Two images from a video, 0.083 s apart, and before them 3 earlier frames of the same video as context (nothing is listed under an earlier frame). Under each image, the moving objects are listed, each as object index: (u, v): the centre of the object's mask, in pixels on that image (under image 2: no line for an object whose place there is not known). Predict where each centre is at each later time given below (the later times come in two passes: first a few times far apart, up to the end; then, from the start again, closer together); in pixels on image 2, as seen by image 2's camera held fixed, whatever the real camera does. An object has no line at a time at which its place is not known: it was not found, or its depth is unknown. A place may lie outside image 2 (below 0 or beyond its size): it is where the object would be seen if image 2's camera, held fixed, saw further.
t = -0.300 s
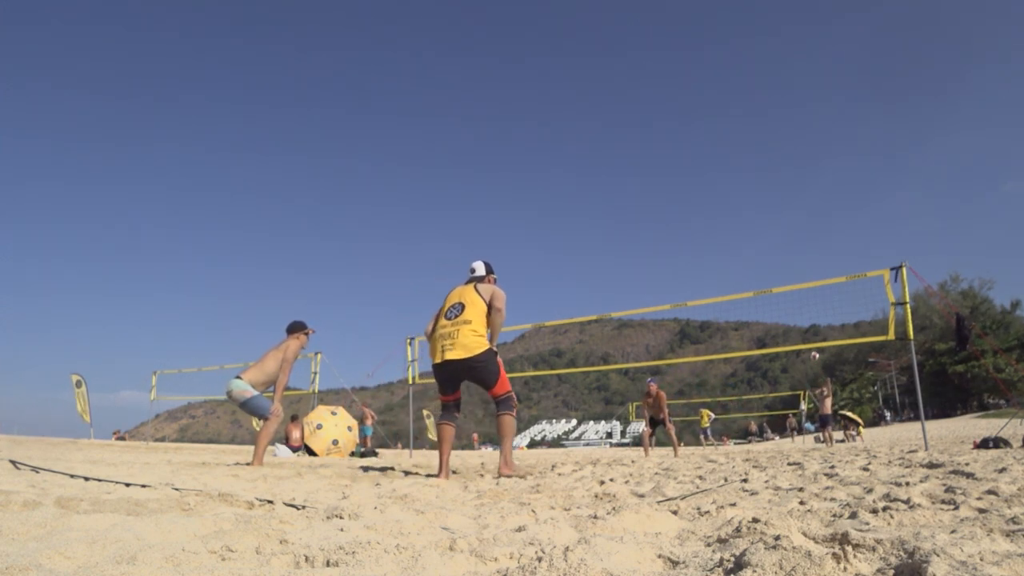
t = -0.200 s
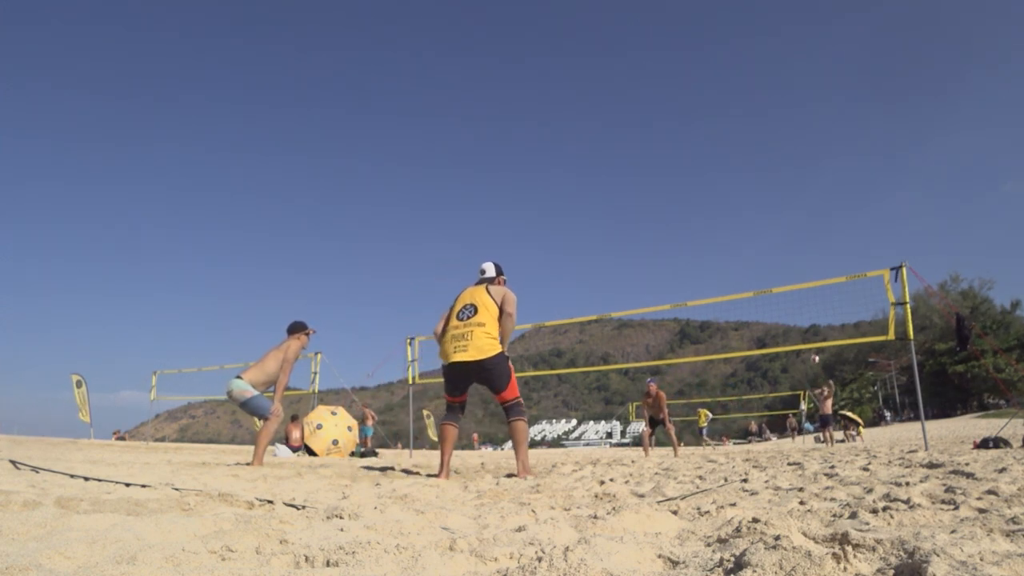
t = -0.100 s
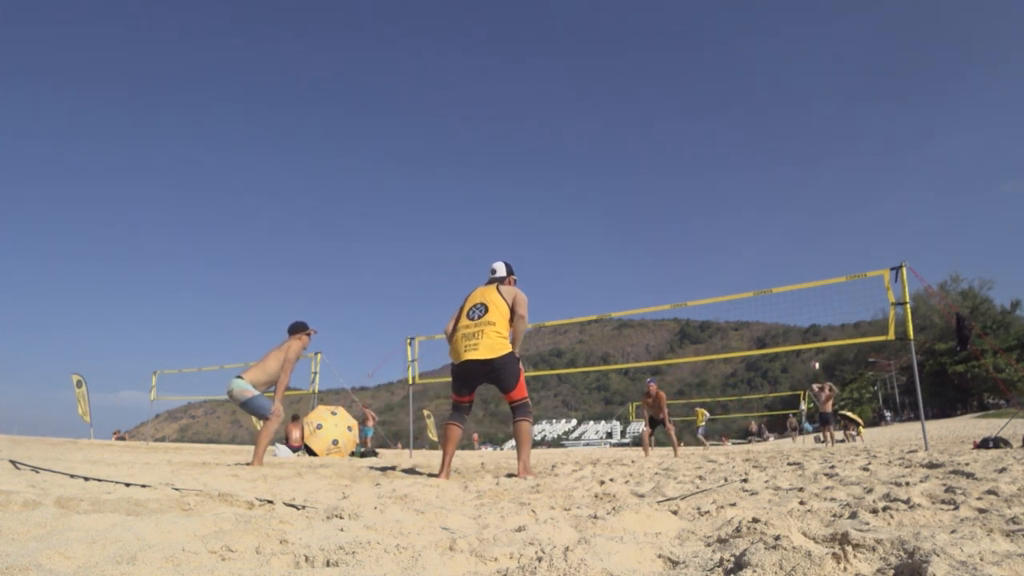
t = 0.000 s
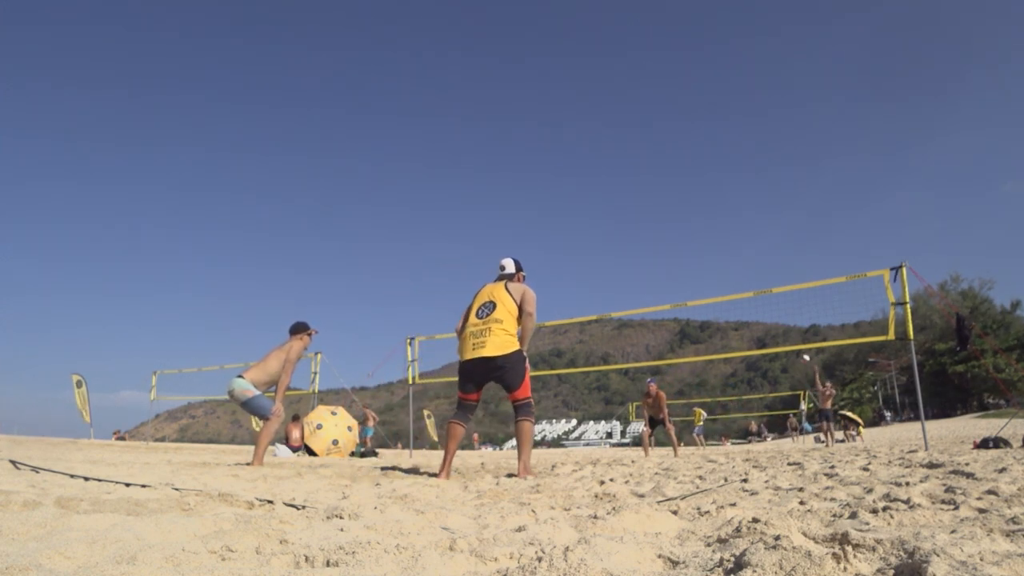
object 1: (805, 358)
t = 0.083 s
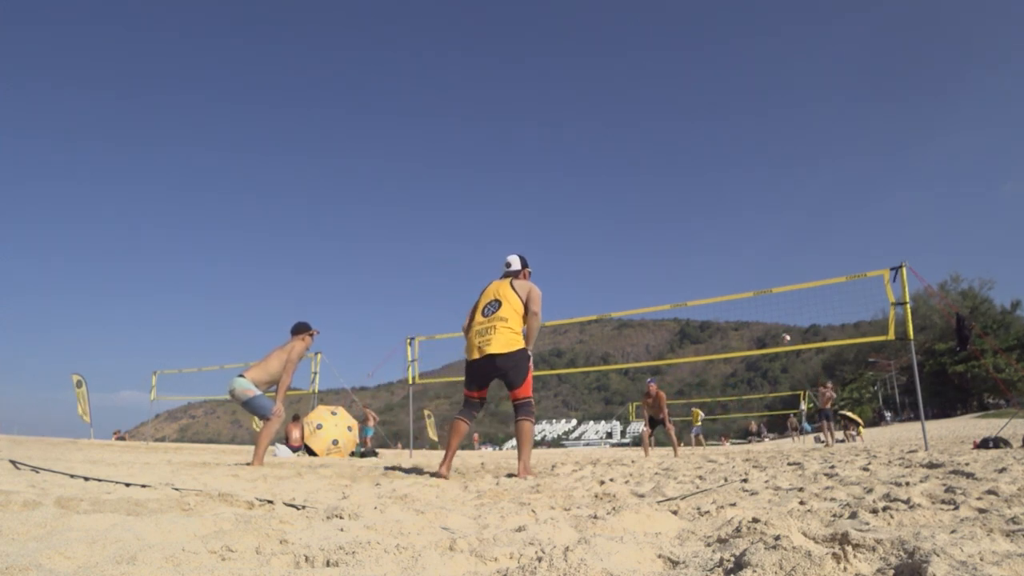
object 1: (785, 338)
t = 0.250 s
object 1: (742, 303)
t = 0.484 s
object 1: (673, 265)
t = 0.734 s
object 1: (583, 247)
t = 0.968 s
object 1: (477, 259)
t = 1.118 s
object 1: (394, 286)
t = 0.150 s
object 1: (769, 322)
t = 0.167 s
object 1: (764, 319)
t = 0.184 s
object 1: (760, 316)
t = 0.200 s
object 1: (756, 312)
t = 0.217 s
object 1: (751, 309)
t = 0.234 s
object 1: (747, 305)
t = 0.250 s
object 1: (742, 303)
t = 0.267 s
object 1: (738, 300)
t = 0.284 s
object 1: (734, 295)
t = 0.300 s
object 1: (729, 292)
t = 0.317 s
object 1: (724, 290)
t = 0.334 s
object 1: (719, 287)
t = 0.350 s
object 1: (714, 284)
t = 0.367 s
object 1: (709, 281)
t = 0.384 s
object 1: (704, 279)
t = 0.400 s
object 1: (699, 277)
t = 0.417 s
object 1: (694, 274)
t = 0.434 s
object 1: (689, 272)
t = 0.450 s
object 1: (684, 270)
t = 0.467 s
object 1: (679, 268)
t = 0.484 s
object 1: (673, 265)
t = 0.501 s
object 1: (668, 264)
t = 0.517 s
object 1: (662, 261)
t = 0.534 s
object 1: (657, 260)
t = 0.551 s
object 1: (651, 258)
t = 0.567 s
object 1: (645, 256)
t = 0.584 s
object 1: (640, 255)
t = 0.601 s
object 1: (634, 254)
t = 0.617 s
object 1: (628, 253)
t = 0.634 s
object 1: (622, 251)
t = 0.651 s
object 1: (616, 250)
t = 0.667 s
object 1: (609, 249)
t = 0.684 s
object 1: (602, 248)
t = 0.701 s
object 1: (596, 247)
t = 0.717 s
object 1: (590, 247)
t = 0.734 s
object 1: (583, 247)
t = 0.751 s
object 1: (576, 247)
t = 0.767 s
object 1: (569, 247)
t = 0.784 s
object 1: (563, 247)
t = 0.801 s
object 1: (555, 247)
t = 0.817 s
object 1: (548, 247)
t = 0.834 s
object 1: (541, 248)
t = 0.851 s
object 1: (533, 249)
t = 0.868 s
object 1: (526, 250)
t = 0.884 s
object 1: (518, 251)
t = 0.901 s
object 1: (510, 252)
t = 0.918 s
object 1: (502, 254)
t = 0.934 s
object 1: (494, 256)
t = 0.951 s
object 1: (486, 257)
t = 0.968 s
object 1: (477, 259)
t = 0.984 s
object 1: (469, 261)
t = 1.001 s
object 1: (460, 263)
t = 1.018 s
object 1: (451, 266)
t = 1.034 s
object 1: (442, 268)
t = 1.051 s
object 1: (433, 271)
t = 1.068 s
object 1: (423, 275)
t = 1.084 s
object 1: (414, 278)
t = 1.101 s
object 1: (404, 282)
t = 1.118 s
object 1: (394, 286)
